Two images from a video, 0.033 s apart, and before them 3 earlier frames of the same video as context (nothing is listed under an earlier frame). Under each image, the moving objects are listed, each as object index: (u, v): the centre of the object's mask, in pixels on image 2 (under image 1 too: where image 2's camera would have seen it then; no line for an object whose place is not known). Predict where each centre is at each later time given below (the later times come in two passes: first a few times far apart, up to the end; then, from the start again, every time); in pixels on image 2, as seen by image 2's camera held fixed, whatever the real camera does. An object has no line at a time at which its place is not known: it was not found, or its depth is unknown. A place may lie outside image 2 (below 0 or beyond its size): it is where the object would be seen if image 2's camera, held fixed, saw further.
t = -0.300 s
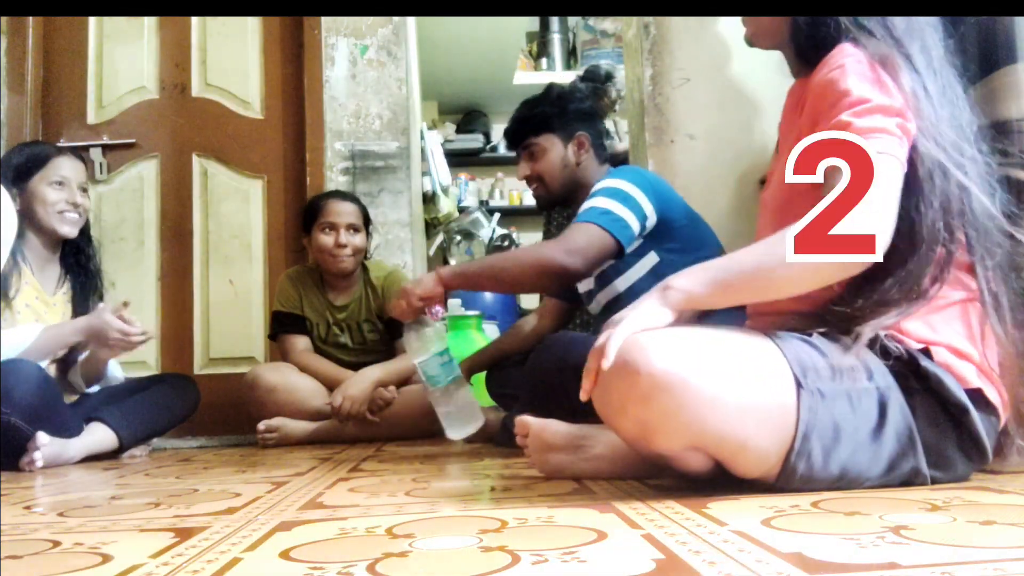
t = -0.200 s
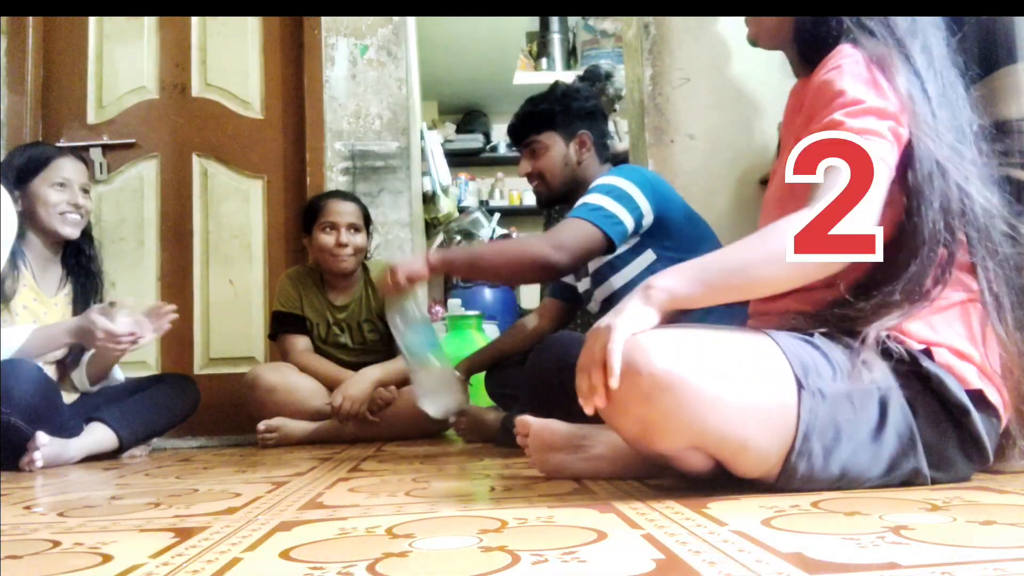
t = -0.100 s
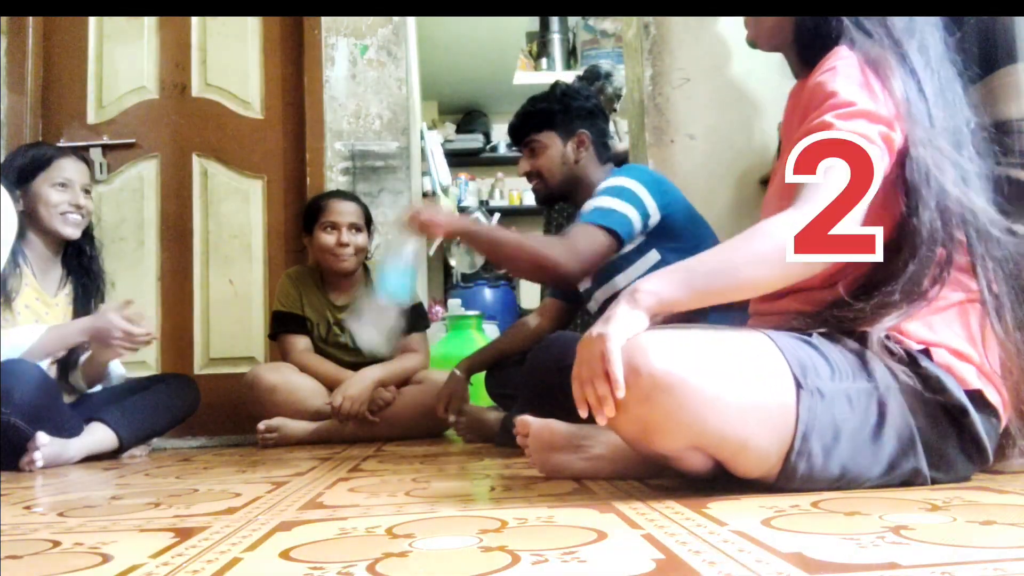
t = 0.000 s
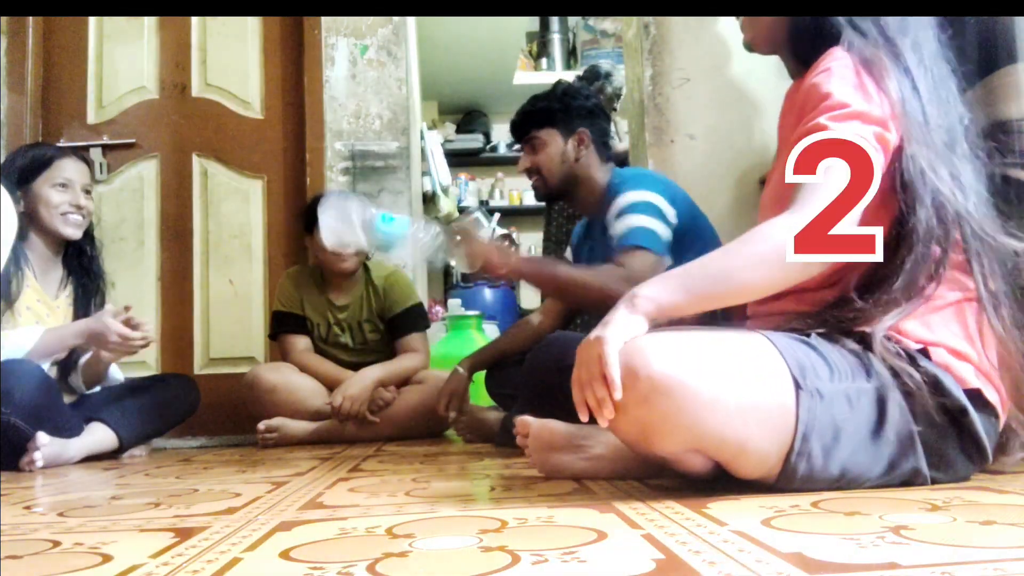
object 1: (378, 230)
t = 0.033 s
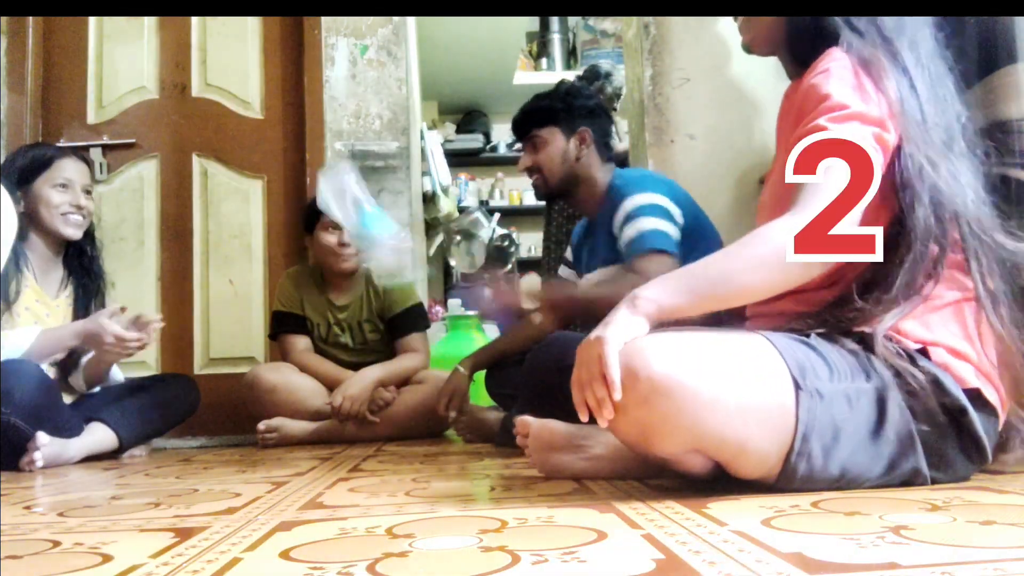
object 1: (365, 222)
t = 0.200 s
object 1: (320, 158)
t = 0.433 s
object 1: (312, 312)
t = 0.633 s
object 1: (300, 398)
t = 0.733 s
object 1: (285, 422)
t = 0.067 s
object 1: (346, 214)
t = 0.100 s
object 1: (328, 194)
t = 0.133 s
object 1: (320, 176)
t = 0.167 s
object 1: (320, 163)
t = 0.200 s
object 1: (320, 158)
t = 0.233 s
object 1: (320, 160)
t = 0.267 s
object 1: (317, 169)
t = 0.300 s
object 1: (315, 185)
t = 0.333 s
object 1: (315, 209)
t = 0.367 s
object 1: (315, 237)
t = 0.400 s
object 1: (315, 273)
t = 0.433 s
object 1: (312, 312)
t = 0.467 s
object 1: (312, 360)
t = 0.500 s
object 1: (309, 394)
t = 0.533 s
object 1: (307, 394)
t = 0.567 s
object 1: (304, 396)
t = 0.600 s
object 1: (302, 397)
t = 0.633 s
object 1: (300, 398)
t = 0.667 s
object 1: (296, 401)
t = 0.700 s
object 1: (289, 408)
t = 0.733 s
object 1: (285, 422)
